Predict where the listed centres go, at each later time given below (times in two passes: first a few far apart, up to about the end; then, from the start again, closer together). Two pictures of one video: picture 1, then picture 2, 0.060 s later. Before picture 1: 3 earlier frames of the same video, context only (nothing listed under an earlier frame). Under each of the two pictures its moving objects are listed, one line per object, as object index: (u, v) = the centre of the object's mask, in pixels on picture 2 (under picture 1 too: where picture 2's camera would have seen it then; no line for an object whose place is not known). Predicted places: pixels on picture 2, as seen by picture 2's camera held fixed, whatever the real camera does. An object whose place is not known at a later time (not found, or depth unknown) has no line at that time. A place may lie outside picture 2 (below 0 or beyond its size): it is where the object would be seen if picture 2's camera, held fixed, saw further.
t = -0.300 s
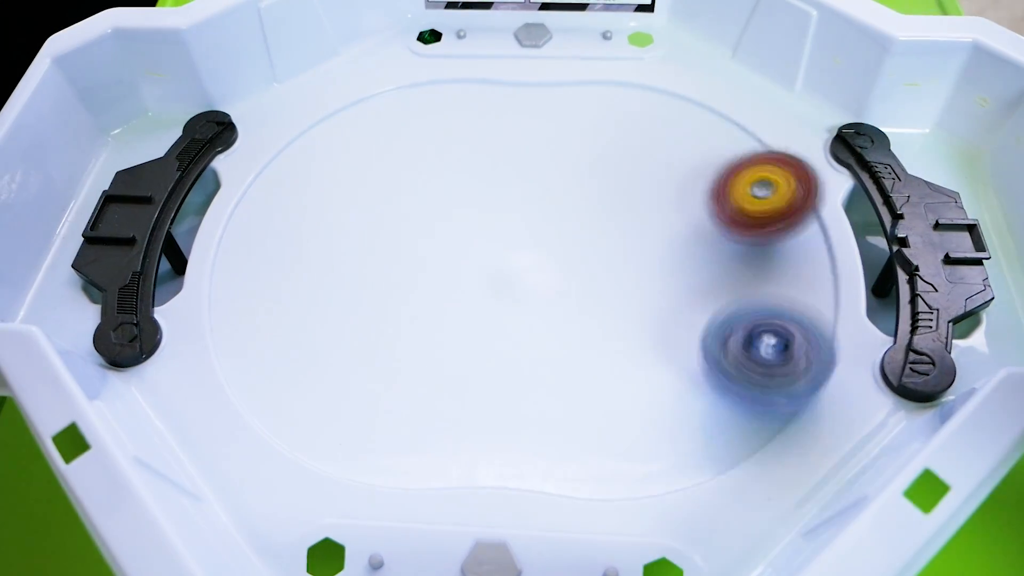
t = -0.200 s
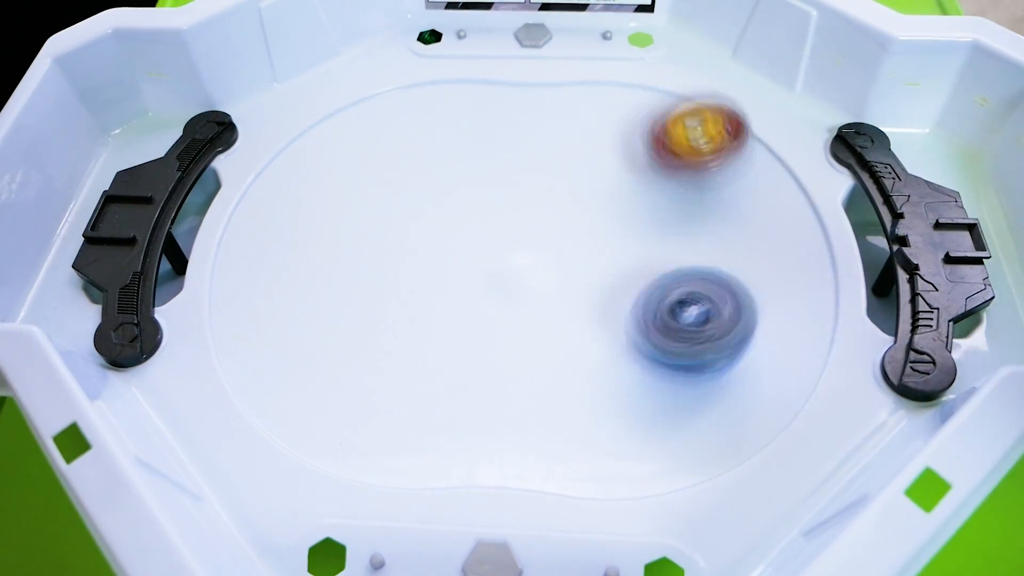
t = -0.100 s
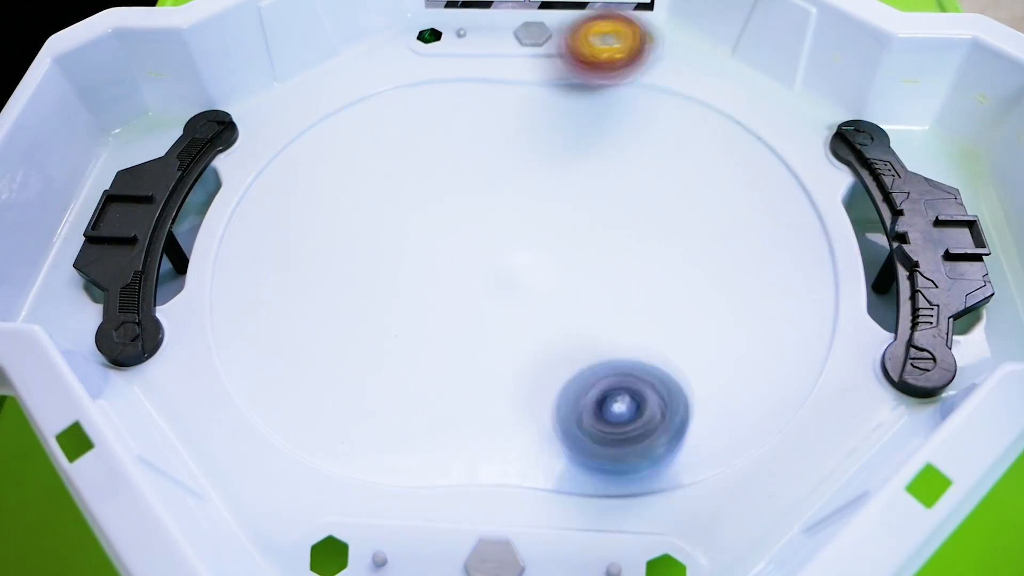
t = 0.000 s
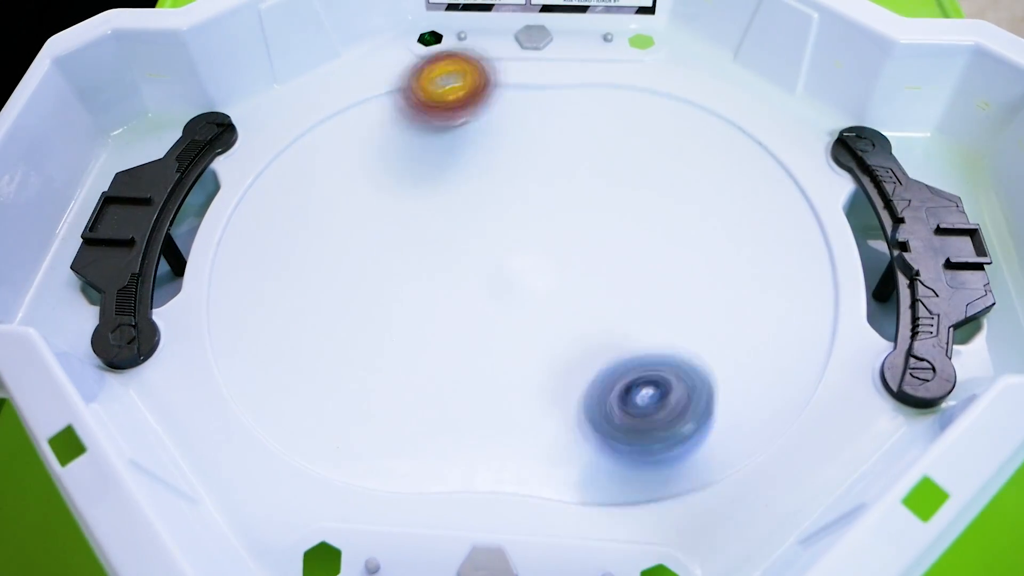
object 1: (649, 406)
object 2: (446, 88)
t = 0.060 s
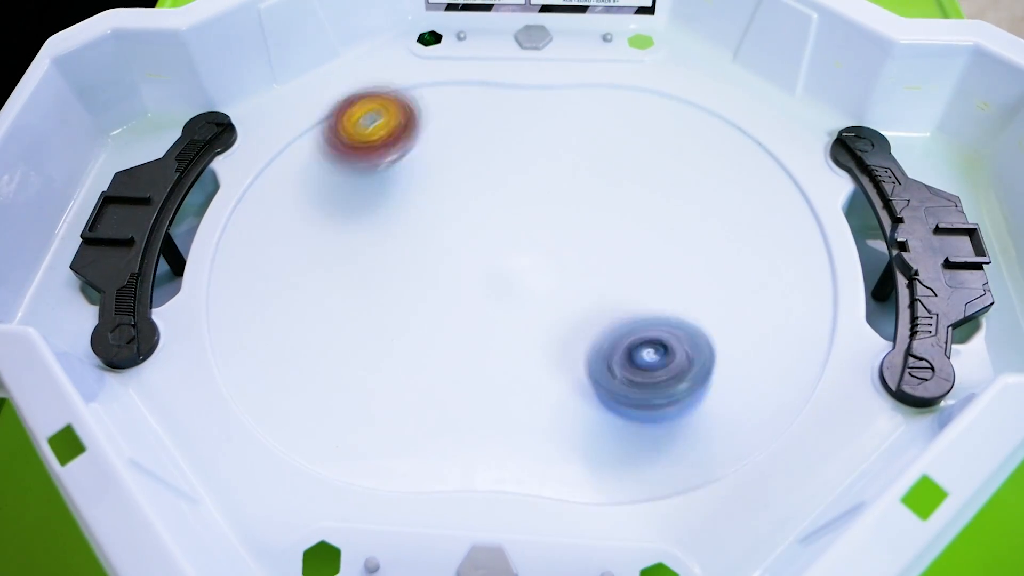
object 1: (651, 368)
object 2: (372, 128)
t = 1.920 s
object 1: (336, 171)
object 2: (521, 196)
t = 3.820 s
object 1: (515, 275)
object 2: (254, 264)
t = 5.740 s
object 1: (627, 402)
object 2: (461, 274)
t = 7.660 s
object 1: (503, 156)
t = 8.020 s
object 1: (464, 133)
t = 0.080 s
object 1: (644, 360)
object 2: (355, 144)
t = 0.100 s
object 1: (633, 356)
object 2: (336, 165)
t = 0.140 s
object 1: (604, 358)
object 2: (310, 208)
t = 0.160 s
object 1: (589, 362)
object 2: (300, 234)
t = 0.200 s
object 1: (557, 376)
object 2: (291, 286)
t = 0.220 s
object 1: (544, 383)
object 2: (291, 312)
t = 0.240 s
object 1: (532, 390)
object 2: (295, 339)
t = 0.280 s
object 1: (509, 408)
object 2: (318, 386)
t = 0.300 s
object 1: (504, 415)
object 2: (340, 407)
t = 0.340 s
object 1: (536, 426)
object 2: (363, 432)
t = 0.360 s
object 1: (580, 439)
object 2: (359, 441)
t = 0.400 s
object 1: (649, 434)
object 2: (367, 447)
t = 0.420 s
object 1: (680, 425)
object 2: (376, 446)
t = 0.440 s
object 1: (709, 407)
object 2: (389, 442)
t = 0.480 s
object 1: (740, 364)
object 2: (410, 434)
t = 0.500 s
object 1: (743, 344)
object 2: (423, 428)
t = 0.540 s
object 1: (734, 307)
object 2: (445, 411)
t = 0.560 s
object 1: (726, 288)
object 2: (455, 402)
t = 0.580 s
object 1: (717, 266)
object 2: (464, 392)
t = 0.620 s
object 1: (690, 233)
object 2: (480, 372)
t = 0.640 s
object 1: (671, 218)
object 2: (487, 362)
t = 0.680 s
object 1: (629, 190)
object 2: (496, 342)
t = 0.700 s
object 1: (607, 179)
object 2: (498, 331)
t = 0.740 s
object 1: (561, 169)
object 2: (500, 309)
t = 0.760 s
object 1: (534, 165)
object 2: (499, 300)
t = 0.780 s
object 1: (506, 164)
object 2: (497, 291)
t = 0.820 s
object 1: (446, 161)
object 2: (489, 274)
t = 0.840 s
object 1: (421, 163)
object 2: (483, 266)
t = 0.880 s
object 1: (379, 173)
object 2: (467, 247)
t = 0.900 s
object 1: (354, 187)
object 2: (459, 239)
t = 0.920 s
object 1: (331, 200)
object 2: (451, 232)
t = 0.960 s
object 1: (292, 228)
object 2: (435, 219)
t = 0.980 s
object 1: (280, 244)
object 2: (427, 214)
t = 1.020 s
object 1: (264, 291)
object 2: (409, 204)
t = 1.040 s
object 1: (259, 313)
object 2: (400, 199)
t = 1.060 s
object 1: (260, 334)
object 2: (393, 196)
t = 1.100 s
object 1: (278, 369)
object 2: (378, 192)
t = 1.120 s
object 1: (294, 382)
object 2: (371, 190)
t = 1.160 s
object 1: (343, 404)
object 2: (358, 187)
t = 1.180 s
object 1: (369, 408)
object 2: (352, 186)
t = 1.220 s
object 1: (424, 401)
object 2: (342, 184)
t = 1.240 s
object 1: (449, 394)
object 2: (338, 184)
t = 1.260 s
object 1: (475, 385)
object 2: (334, 183)
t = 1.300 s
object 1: (525, 365)
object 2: (330, 183)
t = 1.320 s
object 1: (547, 354)
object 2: (328, 184)
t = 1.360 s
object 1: (585, 331)
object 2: (328, 187)
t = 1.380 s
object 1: (600, 316)
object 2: (330, 190)
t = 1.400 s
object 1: (612, 300)
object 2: (332, 192)
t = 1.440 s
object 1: (622, 271)
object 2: (340, 198)
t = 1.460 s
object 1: (623, 257)
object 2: (345, 201)
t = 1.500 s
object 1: (619, 226)
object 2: (357, 205)
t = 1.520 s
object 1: (615, 209)
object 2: (364, 207)
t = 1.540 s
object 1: (609, 192)
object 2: (372, 210)
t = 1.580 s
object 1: (593, 166)
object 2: (389, 213)
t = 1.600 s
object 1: (584, 157)
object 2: (399, 214)
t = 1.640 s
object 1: (555, 141)
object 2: (416, 215)
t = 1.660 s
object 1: (537, 135)
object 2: (425, 215)
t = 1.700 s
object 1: (495, 120)
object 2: (441, 212)
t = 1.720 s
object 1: (471, 114)
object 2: (449, 211)
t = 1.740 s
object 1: (450, 110)
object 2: (456, 209)
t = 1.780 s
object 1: (412, 109)
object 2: (471, 208)
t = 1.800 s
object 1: (395, 113)
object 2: (478, 206)
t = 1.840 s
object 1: (369, 125)
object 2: (494, 204)
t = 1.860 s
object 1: (359, 135)
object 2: (501, 202)
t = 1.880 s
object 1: (351, 145)
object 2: (508, 201)
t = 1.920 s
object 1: (336, 171)
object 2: (521, 196)
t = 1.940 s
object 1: (332, 183)
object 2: (527, 196)
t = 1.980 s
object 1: (332, 209)
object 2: (539, 194)
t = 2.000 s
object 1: (335, 224)
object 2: (544, 192)
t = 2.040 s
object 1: (348, 258)
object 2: (555, 193)
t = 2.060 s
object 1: (358, 271)
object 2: (560, 193)
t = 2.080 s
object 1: (370, 284)
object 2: (565, 193)
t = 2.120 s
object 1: (399, 302)
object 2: (575, 194)
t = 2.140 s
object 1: (417, 309)
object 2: (580, 194)
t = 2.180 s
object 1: (462, 319)
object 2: (589, 196)
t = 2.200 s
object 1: (486, 321)
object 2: (593, 198)
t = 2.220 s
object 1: (509, 319)
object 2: (597, 199)
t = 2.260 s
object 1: (554, 314)
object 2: (605, 202)
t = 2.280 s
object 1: (576, 309)
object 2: (609, 204)
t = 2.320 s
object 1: (607, 301)
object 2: (620, 203)
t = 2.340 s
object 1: (614, 309)
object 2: (632, 194)
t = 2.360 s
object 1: (622, 316)
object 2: (643, 186)
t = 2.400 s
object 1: (644, 325)
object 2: (658, 176)
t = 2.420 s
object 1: (656, 328)
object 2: (663, 172)
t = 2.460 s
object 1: (680, 328)
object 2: (670, 166)
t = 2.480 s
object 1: (691, 326)
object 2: (672, 164)
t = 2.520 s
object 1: (708, 316)
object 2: (674, 162)
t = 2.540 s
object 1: (713, 310)
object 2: (673, 161)
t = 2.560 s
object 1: (715, 304)
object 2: (672, 161)
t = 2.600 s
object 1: (712, 289)
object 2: (670, 161)
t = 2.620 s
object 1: (707, 282)
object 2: (668, 163)
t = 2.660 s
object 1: (690, 269)
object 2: (664, 166)
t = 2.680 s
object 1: (679, 263)
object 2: (661, 168)
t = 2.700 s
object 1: (667, 273)
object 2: (658, 163)
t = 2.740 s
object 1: (646, 292)
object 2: (652, 147)
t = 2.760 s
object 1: (636, 303)
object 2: (648, 141)
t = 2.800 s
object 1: (621, 328)
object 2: (641, 137)
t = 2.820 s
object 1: (615, 342)
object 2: (637, 137)
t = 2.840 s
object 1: (610, 354)
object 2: (632, 139)
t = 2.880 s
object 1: (604, 378)
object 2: (622, 145)
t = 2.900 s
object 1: (604, 389)
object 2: (617, 149)
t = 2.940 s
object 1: (609, 408)
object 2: (607, 159)
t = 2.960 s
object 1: (612, 415)
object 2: (601, 164)
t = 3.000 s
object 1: (624, 436)
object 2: (590, 175)
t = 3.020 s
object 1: (634, 442)
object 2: (586, 181)
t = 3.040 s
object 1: (645, 446)
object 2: (580, 187)
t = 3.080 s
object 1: (670, 448)
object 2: (570, 200)
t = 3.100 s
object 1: (682, 443)
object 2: (565, 206)
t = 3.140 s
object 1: (692, 427)
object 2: (555, 221)
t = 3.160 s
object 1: (692, 416)
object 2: (550, 228)
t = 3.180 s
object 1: (688, 403)
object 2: (547, 236)
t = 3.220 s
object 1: (671, 376)
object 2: (544, 264)
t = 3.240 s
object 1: (658, 363)
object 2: (541, 279)
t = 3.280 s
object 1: (642, 351)
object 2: (523, 292)
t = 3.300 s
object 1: (657, 359)
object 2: (497, 284)
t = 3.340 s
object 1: (684, 366)
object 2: (450, 267)
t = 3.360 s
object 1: (695, 364)
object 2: (431, 261)
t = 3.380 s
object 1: (703, 365)
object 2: (414, 259)
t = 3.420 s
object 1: (722, 358)
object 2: (379, 257)
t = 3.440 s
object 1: (729, 350)
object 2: (361, 256)
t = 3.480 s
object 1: (729, 337)
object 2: (331, 255)
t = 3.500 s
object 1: (725, 329)
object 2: (315, 255)
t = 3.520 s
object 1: (721, 321)
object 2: (302, 255)
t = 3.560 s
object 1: (704, 306)
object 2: (280, 255)
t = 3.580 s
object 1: (692, 300)
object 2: (269, 256)
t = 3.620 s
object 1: (671, 289)
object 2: (254, 257)
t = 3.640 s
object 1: (656, 284)
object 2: (250, 258)
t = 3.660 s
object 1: (640, 280)
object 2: (246, 259)
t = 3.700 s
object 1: (608, 275)
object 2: (242, 261)
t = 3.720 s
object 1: (596, 271)
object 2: (242, 262)
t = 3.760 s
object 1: (560, 270)
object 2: (245, 263)
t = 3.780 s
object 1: (543, 270)
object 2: (247, 264)
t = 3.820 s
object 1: (515, 275)
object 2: (254, 264)
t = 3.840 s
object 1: (498, 280)
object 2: (260, 264)
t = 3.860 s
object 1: (483, 283)
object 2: (265, 264)
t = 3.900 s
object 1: (459, 286)
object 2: (279, 264)
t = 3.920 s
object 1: (444, 290)
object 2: (287, 263)
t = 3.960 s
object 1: (419, 300)
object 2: (304, 263)
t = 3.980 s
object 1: (420, 312)
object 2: (306, 256)
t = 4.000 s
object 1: (421, 319)
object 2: (302, 245)
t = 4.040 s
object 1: (431, 345)
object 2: (305, 229)
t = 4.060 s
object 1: (440, 352)
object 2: (310, 221)
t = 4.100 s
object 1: (458, 361)
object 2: (318, 211)
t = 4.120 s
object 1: (472, 364)
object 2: (325, 205)
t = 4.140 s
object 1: (486, 364)
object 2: (331, 199)
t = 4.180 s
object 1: (512, 365)
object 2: (343, 189)
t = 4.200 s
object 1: (528, 364)
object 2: (350, 184)
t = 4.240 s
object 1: (554, 360)
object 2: (363, 174)
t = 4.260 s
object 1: (568, 355)
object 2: (371, 168)
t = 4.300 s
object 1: (588, 342)
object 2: (387, 160)
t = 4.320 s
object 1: (597, 332)
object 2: (396, 155)
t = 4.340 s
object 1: (604, 320)
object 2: (403, 150)
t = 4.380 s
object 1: (609, 298)
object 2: (420, 143)
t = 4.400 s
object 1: (611, 286)
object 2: (428, 139)
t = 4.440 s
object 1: (605, 264)
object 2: (444, 133)
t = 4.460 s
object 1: (602, 252)
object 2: (452, 130)
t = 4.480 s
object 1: (596, 240)
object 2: (458, 128)
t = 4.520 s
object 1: (584, 222)
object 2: (474, 125)
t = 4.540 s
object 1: (577, 212)
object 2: (479, 125)
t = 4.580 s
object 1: (559, 197)
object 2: (493, 124)
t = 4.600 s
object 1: (554, 198)
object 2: (495, 116)
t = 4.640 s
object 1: (546, 214)
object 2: (489, 94)
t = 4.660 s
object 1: (544, 218)
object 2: (489, 87)
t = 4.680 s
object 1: (540, 224)
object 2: (487, 79)
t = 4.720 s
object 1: (546, 235)
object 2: (485, 71)
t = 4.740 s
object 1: (549, 242)
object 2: (483, 69)
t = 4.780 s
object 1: (558, 261)
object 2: (479, 67)
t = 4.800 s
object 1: (559, 268)
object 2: (475, 68)
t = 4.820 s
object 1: (563, 274)
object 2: (473, 69)
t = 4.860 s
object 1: (573, 280)
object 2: (469, 75)
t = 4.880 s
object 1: (581, 284)
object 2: (467, 77)
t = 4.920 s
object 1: (591, 286)
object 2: (465, 88)
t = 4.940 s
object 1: (598, 287)
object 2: (463, 93)
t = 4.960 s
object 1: (603, 285)
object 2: (462, 99)
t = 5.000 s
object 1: (611, 282)
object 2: (462, 117)
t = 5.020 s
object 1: (612, 279)
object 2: (464, 126)
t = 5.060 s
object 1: (614, 274)
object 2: (467, 149)
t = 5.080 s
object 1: (612, 271)
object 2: (469, 159)
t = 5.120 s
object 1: (608, 264)
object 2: (475, 183)
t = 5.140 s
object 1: (602, 261)
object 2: (479, 194)
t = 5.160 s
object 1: (599, 258)
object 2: (481, 207)
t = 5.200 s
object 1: (596, 275)
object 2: (485, 217)
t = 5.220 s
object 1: (602, 290)
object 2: (484, 217)
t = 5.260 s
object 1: (623, 325)
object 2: (481, 221)
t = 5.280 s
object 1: (634, 339)
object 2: (479, 224)
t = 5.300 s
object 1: (636, 349)
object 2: (477, 227)
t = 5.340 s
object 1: (644, 364)
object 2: (474, 232)
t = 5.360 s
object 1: (651, 367)
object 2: (471, 234)
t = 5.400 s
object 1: (657, 379)
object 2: (469, 239)
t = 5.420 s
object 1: (657, 390)
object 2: (469, 242)
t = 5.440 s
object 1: (660, 392)
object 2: (467, 244)
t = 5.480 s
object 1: (660, 404)
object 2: (465, 249)
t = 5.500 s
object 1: (662, 412)
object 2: (465, 251)
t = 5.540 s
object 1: (664, 420)
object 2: (464, 256)
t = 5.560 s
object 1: (660, 423)
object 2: (463, 259)
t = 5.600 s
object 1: (660, 427)
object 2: (462, 264)
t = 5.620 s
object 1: (661, 423)
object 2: (462, 265)
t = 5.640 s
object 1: (656, 425)
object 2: (462, 268)
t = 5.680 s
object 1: (650, 418)
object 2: (462, 271)
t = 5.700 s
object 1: (641, 412)
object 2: (461, 271)
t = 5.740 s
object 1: (627, 402)
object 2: (461, 274)
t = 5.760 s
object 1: (622, 393)
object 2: (463, 275)
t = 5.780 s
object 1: (613, 388)
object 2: (462, 275)
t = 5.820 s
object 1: (597, 373)
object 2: (463, 277)
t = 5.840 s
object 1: (589, 364)
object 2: (464, 277)
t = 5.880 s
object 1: (574, 349)
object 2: (466, 278)
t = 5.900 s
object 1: (569, 340)
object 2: (466, 279)
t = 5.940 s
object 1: (567, 342)
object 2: (460, 261)
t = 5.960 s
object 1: (588, 363)
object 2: (455, 244)
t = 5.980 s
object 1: (588, 376)
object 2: (450, 229)
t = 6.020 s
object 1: (624, 385)
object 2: (443, 209)
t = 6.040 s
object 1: (641, 391)
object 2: (441, 203)
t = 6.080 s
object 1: (666, 397)
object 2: (439, 193)
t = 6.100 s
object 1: (668, 398)
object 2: (441, 191)
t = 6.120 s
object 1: (671, 395)
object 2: (440, 187)
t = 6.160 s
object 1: (683, 393)
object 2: (444, 182)
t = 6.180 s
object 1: (685, 390)
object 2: (445, 179)
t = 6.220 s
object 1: (692, 383)
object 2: (449, 177)
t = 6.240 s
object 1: (692, 378)
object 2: (452, 175)
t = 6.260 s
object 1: (692, 371)
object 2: (455, 175)
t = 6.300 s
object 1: (689, 359)
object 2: (460, 174)
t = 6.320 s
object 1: (688, 351)
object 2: (463, 176)
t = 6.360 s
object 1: (682, 339)
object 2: (470, 177)
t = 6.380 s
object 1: (681, 331)
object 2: (473, 180)
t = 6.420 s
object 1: (675, 318)
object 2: (481, 184)
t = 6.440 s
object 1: (671, 313)
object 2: (483, 187)
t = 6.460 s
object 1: (671, 305)
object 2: (487, 189)
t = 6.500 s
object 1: (665, 296)
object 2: (493, 199)
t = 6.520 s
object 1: (666, 288)
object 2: (498, 201)
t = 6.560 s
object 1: (662, 278)
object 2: (504, 213)
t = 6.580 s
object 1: (662, 270)
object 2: (509, 218)
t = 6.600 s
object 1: (663, 264)
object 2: (513, 223)
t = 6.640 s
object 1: (660, 253)
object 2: (521, 231)
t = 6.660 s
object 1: (662, 247)
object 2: (529, 234)
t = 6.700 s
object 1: (659, 236)
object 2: (538, 249)
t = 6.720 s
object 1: (662, 230)
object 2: (542, 260)
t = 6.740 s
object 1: (664, 224)
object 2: (545, 268)
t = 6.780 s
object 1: (665, 212)
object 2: (544, 281)
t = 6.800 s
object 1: (667, 206)
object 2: (549, 283)
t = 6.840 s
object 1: (668, 196)
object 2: (553, 296)
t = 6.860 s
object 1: (671, 190)
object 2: (556, 302)
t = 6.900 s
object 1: (672, 180)
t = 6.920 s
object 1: (673, 175)
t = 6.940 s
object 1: (675, 169)
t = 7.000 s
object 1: (673, 155)
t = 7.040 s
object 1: (667, 151)
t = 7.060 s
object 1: (664, 147)
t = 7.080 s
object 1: (663, 145)
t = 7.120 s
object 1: (652, 145)
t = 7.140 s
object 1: (648, 144)
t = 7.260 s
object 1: (612, 158)
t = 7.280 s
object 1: (605, 159)
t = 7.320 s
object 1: (592, 166)
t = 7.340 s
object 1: (586, 168)
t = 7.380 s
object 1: (575, 174)
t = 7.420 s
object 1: (563, 175)
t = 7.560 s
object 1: (523, 178)
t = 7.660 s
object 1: (503, 156)
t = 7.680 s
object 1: (499, 154)
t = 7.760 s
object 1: (488, 145)
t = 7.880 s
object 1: (475, 124)
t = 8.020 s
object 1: (464, 133)
